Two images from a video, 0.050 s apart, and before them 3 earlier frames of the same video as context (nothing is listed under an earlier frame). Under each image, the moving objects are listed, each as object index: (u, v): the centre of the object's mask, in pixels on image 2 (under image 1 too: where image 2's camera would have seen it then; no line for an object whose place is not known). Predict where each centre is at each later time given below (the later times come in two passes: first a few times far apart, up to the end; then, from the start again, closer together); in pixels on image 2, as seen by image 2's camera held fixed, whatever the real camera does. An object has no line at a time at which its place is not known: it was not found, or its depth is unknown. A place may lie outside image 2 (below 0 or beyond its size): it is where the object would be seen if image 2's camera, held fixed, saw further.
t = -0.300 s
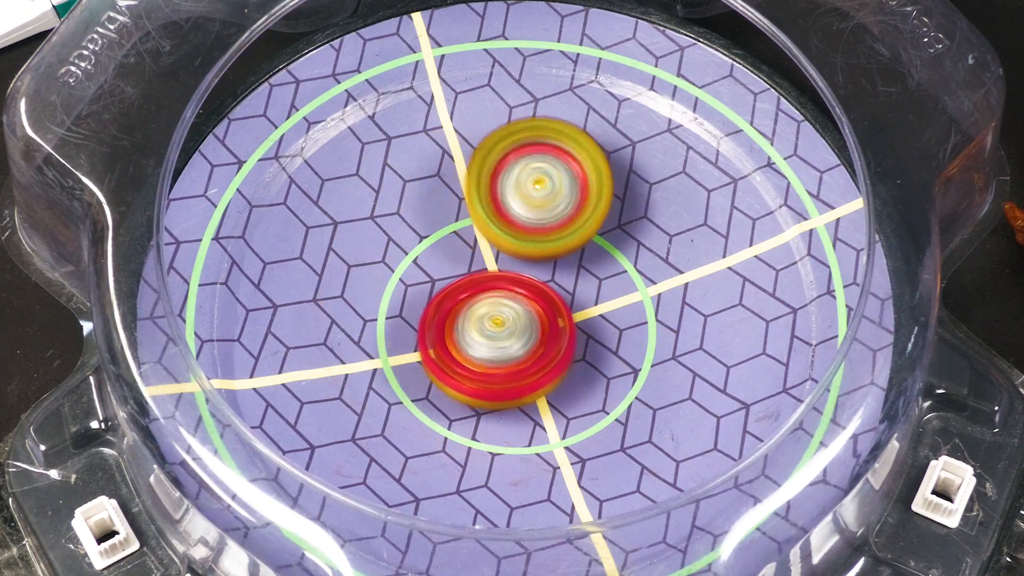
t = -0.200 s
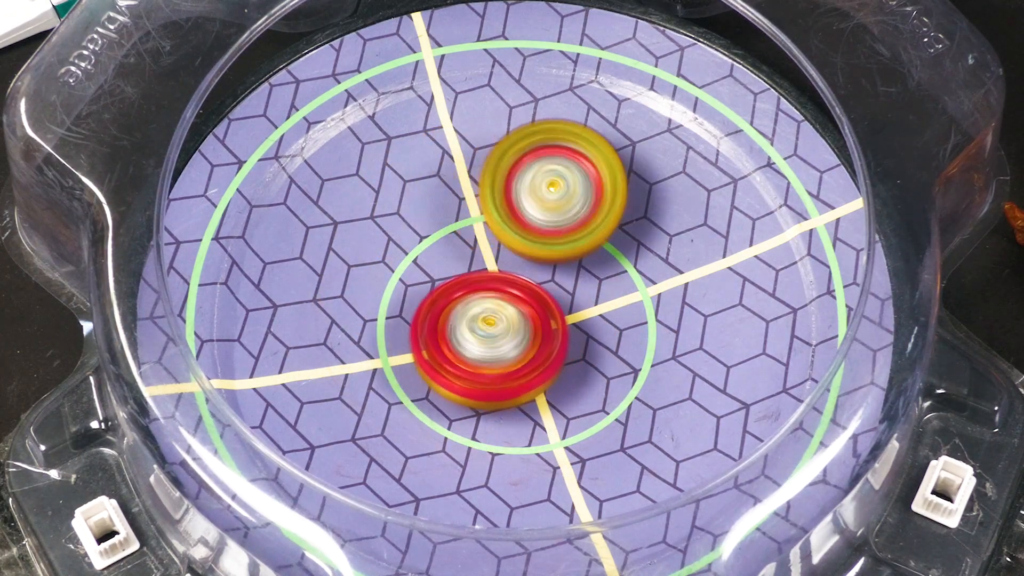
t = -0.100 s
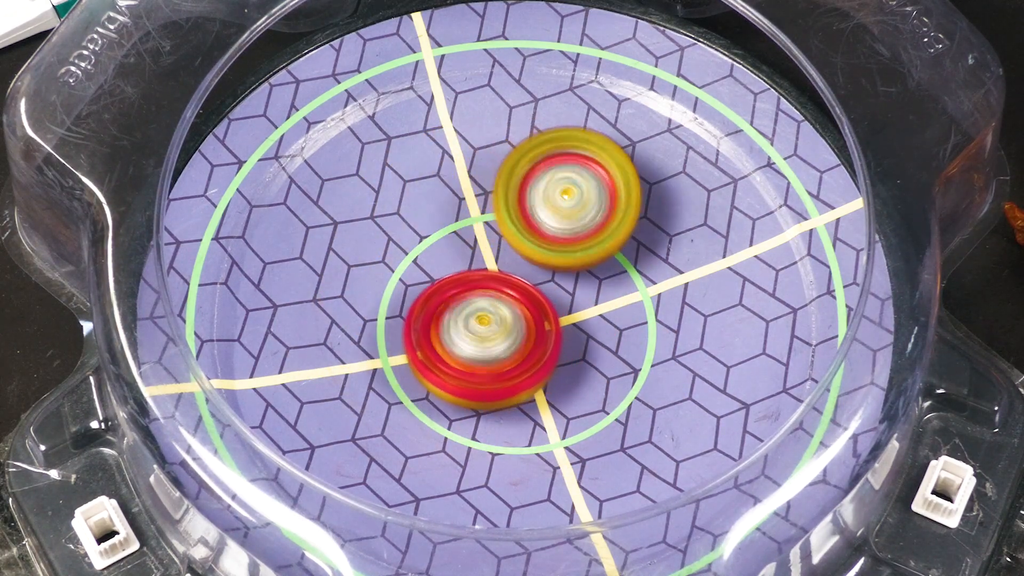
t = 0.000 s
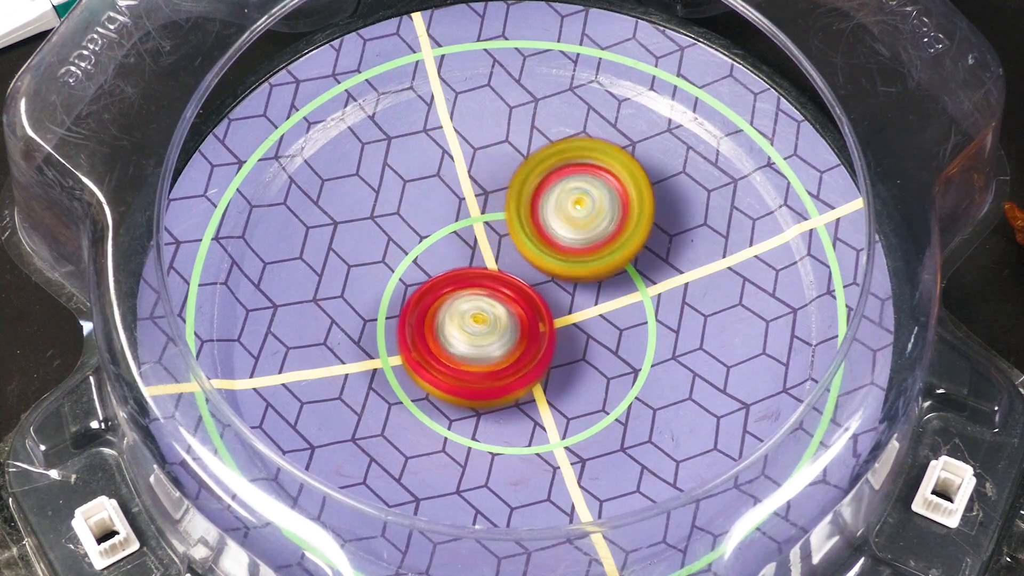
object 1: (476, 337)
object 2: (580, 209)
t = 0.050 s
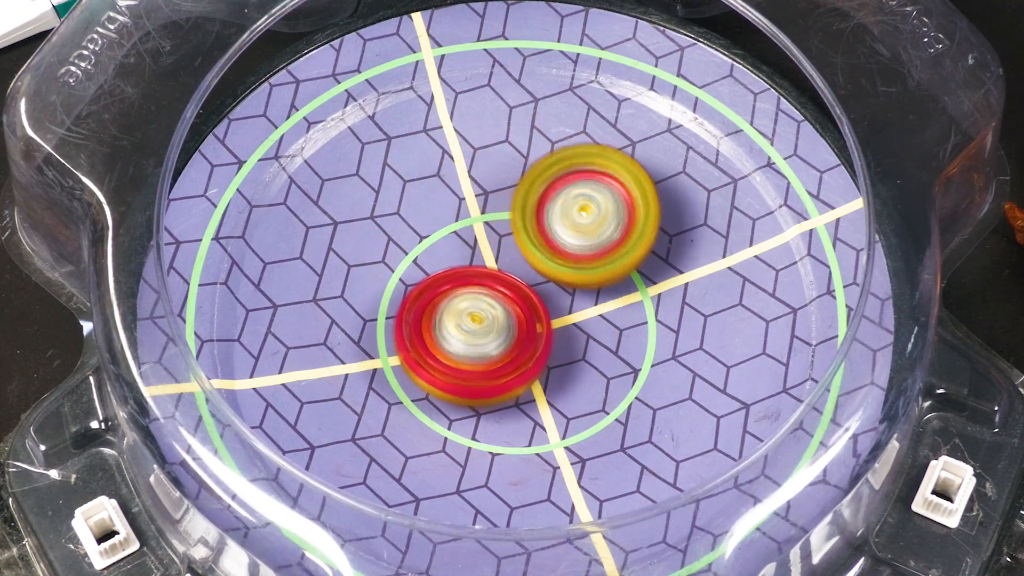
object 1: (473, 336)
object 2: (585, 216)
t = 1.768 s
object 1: (520, 255)
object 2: (493, 386)
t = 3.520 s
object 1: (525, 323)
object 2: (421, 210)
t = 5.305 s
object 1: (496, 286)
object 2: (642, 340)
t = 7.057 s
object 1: (537, 301)
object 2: (401, 223)
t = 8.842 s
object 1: (491, 289)
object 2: (619, 366)
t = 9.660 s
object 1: (524, 273)
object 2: (417, 374)
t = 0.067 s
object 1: (473, 335)
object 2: (588, 218)
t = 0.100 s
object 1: (471, 334)
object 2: (591, 224)
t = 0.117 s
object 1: (470, 334)
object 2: (593, 226)
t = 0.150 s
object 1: (468, 332)
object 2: (596, 231)
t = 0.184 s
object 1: (468, 331)
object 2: (599, 236)
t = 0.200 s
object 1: (467, 330)
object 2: (601, 239)
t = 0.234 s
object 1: (466, 329)
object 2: (603, 244)
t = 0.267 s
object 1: (464, 327)
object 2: (606, 250)
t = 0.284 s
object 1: (464, 326)
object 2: (606, 253)
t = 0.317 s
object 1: (463, 324)
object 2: (608, 259)
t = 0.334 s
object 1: (463, 323)
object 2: (609, 262)
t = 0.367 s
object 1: (462, 321)
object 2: (611, 268)
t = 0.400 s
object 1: (461, 320)
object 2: (613, 274)
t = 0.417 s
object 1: (461, 319)
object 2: (614, 276)
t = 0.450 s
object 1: (460, 317)
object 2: (615, 282)
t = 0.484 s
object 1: (460, 315)
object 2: (616, 288)
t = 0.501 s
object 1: (460, 314)
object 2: (617, 290)
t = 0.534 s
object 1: (460, 312)
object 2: (617, 296)
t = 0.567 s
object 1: (460, 310)
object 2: (617, 302)
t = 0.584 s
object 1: (459, 309)
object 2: (619, 305)
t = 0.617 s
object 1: (459, 307)
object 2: (620, 309)
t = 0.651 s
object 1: (459, 304)
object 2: (622, 314)
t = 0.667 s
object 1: (460, 304)
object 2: (621, 317)
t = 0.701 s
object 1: (460, 301)
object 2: (622, 321)
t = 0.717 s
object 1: (461, 301)
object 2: (621, 324)
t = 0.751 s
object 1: (462, 298)
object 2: (621, 327)
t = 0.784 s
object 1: (463, 296)
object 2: (619, 332)
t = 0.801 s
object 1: (463, 295)
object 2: (618, 334)
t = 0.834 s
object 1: (465, 293)
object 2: (616, 338)
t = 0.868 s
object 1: (466, 291)
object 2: (613, 343)
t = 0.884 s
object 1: (467, 290)
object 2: (611, 344)
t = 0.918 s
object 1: (468, 287)
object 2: (607, 348)
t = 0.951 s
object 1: (469, 285)
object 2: (602, 353)
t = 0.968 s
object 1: (469, 284)
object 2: (600, 354)
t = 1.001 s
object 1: (470, 281)
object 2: (597, 360)
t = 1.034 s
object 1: (470, 278)
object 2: (596, 365)
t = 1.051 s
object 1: (471, 277)
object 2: (595, 367)
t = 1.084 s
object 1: (473, 276)
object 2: (593, 371)
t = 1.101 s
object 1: (474, 275)
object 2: (592, 373)
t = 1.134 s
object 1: (476, 273)
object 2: (589, 376)
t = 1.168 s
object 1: (478, 271)
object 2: (585, 380)
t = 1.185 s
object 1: (479, 270)
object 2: (584, 381)
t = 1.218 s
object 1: (482, 269)
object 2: (580, 383)
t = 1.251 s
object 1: (484, 268)
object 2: (576, 385)
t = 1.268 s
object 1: (485, 267)
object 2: (575, 386)
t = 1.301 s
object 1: (488, 266)
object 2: (570, 387)
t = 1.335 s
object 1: (490, 265)
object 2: (565, 387)
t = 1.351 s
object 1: (491, 264)
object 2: (563, 387)
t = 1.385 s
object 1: (493, 263)
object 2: (556, 387)
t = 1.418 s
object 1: (496, 261)
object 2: (551, 385)
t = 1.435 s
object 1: (496, 261)
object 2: (549, 385)
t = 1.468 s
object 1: (499, 258)
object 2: (542, 384)
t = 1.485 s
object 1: (500, 257)
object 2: (540, 385)
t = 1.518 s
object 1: (502, 256)
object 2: (534, 386)
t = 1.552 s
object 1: (505, 255)
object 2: (528, 386)
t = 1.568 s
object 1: (505, 255)
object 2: (526, 385)
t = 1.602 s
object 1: (508, 254)
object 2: (519, 387)
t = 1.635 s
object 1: (510, 254)
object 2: (514, 388)
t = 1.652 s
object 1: (511, 254)
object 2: (512, 388)
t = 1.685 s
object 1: (513, 254)
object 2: (506, 388)
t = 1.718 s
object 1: (516, 254)
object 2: (501, 387)
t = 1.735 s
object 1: (517, 254)
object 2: (499, 387)
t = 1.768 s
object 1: (520, 255)
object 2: (493, 386)
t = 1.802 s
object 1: (523, 255)
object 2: (489, 384)
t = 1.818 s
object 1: (524, 255)
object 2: (486, 383)
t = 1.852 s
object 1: (527, 256)
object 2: (480, 382)
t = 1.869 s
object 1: (528, 256)
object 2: (479, 381)
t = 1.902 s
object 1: (531, 257)
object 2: (474, 379)
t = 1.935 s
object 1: (533, 258)
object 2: (469, 377)
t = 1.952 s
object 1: (534, 258)
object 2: (467, 375)
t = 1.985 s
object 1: (537, 258)
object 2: (460, 376)
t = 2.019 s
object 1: (539, 259)
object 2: (454, 376)
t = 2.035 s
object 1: (540, 260)
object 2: (452, 375)
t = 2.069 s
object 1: (541, 261)
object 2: (448, 372)
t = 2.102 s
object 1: (543, 263)
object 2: (444, 370)
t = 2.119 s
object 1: (544, 264)
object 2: (443, 368)
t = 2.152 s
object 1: (546, 265)
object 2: (440, 364)
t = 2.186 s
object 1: (547, 267)
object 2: (436, 361)
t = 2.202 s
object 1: (548, 267)
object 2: (435, 359)
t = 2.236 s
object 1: (550, 269)
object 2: (433, 354)
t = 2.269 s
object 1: (551, 271)
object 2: (430, 350)
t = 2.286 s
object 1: (552, 272)
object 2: (427, 347)
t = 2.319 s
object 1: (556, 273)
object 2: (419, 346)
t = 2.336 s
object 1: (558, 273)
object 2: (416, 345)
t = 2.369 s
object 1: (559, 274)
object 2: (412, 343)
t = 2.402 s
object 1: (559, 276)
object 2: (408, 340)
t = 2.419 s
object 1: (559, 277)
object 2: (406, 339)
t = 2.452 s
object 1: (558, 279)
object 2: (403, 336)
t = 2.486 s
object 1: (556, 281)
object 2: (401, 332)
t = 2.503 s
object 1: (555, 282)
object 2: (401, 331)
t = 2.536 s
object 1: (553, 284)
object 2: (400, 327)
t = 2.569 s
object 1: (551, 286)
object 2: (400, 323)
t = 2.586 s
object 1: (550, 287)
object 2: (401, 320)
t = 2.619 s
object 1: (551, 288)
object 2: (397, 315)
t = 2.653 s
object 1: (553, 289)
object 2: (392, 312)
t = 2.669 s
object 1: (552, 290)
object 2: (391, 310)
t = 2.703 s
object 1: (552, 291)
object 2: (390, 307)
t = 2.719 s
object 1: (551, 293)
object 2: (389, 305)
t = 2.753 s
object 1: (550, 295)
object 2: (389, 301)
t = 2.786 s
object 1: (548, 297)
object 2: (389, 297)
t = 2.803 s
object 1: (547, 297)
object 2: (389, 296)
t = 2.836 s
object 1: (546, 299)
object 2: (391, 292)
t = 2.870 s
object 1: (548, 301)
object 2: (387, 287)
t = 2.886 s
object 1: (549, 301)
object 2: (387, 285)
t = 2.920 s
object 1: (549, 303)
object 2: (386, 282)
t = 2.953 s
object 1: (548, 304)
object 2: (386, 279)
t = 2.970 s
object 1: (547, 304)
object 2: (386, 277)
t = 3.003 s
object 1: (545, 306)
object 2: (387, 273)
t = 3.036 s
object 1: (542, 306)
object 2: (390, 270)
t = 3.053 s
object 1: (543, 307)
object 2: (390, 267)
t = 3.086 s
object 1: (543, 308)
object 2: (390, 263)
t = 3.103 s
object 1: (543, 309)
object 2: (391, 262)
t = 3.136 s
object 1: (541, 310)
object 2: (393, 258)
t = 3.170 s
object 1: (541, 312)
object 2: (395, 253)
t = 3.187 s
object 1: (540, 313)
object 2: (396, 251)
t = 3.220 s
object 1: (539, 314)
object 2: (397, 247)
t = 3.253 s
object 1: (537, 315)
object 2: (400, 243)
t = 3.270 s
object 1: (536, 315)
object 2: (400, 241)
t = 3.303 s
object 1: (535, 317)
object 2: (403, 236)
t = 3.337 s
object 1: (534, 317)
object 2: (406, 232)
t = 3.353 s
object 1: (534, 319)
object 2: (406, 230)
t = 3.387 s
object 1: (532, 319)
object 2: (408, 226)
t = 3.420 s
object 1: (530, 320)
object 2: (411, 222)
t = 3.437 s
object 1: (529, 320)
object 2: (413, 221)
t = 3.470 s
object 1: (527, 321)
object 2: (416, 217)
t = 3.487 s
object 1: (527, 321)
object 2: (418, 215)
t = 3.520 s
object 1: (525, 323)
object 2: (421, 210)
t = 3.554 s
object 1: (525, 323)
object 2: (423, 206)
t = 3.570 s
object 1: (524, 324)
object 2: (424, 205)
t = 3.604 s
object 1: (522, 324)
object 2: (427, 202)
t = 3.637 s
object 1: (520, 323)
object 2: (432, 200)
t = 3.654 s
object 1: (519, 324)
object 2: (435, 200)
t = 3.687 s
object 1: (517, 324)
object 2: (439, 196)
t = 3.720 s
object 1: (516, 324)
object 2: (443, 194)
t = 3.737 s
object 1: (515, 325)
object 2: (446, 192)
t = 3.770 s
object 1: (514, 325)
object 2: (451, 188)
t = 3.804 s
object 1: (513, 325)
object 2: (456, 187)
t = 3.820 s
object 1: (512, 325)
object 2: (458, 185)
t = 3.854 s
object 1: (511, 326)
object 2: (463, 181)
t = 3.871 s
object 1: (511, 326)
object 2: (466, 180)
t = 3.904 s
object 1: (509, 325)
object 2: (471, 178)
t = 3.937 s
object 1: (507, 325)
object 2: (477, 177)
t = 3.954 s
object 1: (507, 324)
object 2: (480, 177)
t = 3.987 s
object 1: (505, 324)
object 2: (486, 176)
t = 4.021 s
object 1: (504, 323)
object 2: (492, 176)
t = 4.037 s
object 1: (504, 323)
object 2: (496, 176)
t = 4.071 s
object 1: (503, 324)
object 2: (504, 174)
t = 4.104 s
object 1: (502, 323)
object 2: (510, 173)
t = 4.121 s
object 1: (501, 322)
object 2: (512, 172)
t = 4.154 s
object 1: (500, 322)
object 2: (519, 172)
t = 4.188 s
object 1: (499, 320)
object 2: (525, 173)
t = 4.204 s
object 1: (499, 319)
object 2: (529, 175)
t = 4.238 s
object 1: (498, 318)
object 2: (536, 176)
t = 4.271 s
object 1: (497, 318)
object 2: (543, 177)
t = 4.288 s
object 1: (497, 317)
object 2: (546, 177)
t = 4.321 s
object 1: (496, 317)
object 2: (554, 179)
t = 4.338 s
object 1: (494, 317)
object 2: (557, 180)
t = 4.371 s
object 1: (494, 315)
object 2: (563, 181)
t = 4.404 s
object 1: (494, 315)
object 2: (569, 184)
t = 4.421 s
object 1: (493, 314)
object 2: (573, 185)
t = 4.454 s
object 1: (492, 313)
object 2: (579, 188)
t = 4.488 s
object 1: (492, 311)
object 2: (586, 191)
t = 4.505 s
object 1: (491, 311)
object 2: (588, 194)
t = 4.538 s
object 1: (491, 310)
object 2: (594, 197)
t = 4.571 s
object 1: (490, 309)
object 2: (601, 201)
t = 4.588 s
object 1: (490, 309)
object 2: (604, 202)
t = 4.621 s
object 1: (490, 307)
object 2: (608, 207)
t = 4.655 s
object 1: (490, 306)
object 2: (612, 212)
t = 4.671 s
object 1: (490, 306)
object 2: (616, 214)
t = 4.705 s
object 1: (487, 306)
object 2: (625, 218)
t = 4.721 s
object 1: (487, 306)
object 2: (629, 219)
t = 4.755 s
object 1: (487, 305)
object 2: (634, 224)
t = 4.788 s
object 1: (487, 303)
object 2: (639, 229)
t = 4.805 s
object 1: (488, 302)
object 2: (640, 232)
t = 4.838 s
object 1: (488, 301)
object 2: (644, 237)
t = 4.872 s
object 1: (489, 300)
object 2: (646, 243)
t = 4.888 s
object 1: (489, 299)
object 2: (648, 246)
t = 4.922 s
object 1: (490, 298)
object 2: (650, 253)
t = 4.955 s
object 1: (491, 296)
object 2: (650, 260)
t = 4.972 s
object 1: (491, 296)
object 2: (650, 264)
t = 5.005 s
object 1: (492, 295)
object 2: (650, 272)
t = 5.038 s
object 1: (493, 293)
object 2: (649, 279)
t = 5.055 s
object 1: (493, 293)
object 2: (649, 283)
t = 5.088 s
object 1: (493, 292)
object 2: (649, 291)
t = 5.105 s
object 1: (494, 291)
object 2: (649, 295)
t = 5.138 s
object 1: (494, 291)
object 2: (649, 303)
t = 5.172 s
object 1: (494, 290)
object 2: (648, 311)
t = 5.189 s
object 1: (495, 289)
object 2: (647, 315)
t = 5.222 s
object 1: (495, 288)
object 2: (646, 323)
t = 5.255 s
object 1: (495, 287)
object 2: (645, 330)
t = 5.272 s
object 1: (495, 287)
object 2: (645, 333)
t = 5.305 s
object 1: (496, 286)
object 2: (642, 340)
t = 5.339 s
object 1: (498, 286)
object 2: (638, 347)
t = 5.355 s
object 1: (498, 286)
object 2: (635, 351)
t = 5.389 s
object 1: (499, 285)
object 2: (629, 357)
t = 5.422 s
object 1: (500, 284)
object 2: (623, 364)
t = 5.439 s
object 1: (500, 284)
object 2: (621, 366)
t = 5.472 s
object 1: (501, 284)
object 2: (615, 372)
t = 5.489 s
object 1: (502, 283)
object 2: (612, 376)
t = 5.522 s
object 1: (502, 282)
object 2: (606, 382)
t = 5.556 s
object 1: (504, 282)
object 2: (600, 388)
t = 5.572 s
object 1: (503, 282)
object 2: (596, 391)
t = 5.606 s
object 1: (505, 282)
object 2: (589, 396)
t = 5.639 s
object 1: (506, 281)
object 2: (582, 400)
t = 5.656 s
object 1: (507, 282)
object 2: (579, 401)
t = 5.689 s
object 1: (508, 281)
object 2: (570, 404)
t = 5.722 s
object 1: (509, 281)
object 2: (562, 406)
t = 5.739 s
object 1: (511, 281)
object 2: (558, 407)
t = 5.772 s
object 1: (512, 280)
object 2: (550, 409)
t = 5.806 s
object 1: (513, 280)
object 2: (540, 411)
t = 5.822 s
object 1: (514, 279)
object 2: (535, 413)
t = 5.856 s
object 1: (515, 279)
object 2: (527, 414)
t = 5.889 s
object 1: (516, 279)
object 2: (518, 414)
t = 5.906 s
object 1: (516, 279)
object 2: (514, 413)
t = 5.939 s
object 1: (517, 280)
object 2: (506, 412)
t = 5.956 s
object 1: (518, 280)
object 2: (502, 412)
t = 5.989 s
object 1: (519, 280)
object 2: (493, 411)
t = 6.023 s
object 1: (520, 280)
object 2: (485, 409)
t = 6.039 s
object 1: (521, 280)
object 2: (479, 408)
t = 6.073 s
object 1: (522, 280)
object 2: (471, 406)
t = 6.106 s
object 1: (523, 281)
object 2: (463, 403)
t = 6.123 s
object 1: (523, 281)
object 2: (459, 401)
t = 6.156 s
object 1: (524, 280)
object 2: (450, 400)
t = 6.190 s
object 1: (525, 281)
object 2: (443, 397)
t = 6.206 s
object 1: (526, 282)
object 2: (440, 395)
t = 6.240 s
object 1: (527, 282)
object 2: (433, 390)
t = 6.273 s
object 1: (527, 283)
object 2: (427, 384)
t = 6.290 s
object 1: (527, 283)
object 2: (424, 383)
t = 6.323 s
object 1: (529, 284)
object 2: (418, 377)
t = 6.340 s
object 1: (528, 284)
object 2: (414, 374)
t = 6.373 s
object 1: (529, 285)
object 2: (408, 368)
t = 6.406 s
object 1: (529, 285)
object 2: (404, 362)
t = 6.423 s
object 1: (530, 286)
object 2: (401, 358)
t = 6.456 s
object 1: (531, 287)
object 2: (396, 352)
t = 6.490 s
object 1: (534, 286)
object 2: (388, 346)
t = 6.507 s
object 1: (534, 286)
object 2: (386, 342)
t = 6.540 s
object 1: (534, 286)
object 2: (382, 336)
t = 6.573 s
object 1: (534, 287)
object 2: (378, 329)
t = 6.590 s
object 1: (534, 288)
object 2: (378, 326)
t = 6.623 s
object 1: (534, 289)
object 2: (376, 319)
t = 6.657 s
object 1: (534, 290)
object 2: (376, 311)
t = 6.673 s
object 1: (534, 291)
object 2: (375, 307)
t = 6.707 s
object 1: (534, 291)
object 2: (376, 300)
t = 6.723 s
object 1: (534, 292)
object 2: (377, 296)
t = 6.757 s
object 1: (534, 293)
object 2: (378, 288)
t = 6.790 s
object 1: (536, 294)
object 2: (377, 280)
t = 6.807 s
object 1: (537, 295)
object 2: (377, 276)
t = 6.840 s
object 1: (536, 296)
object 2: (378, 269)
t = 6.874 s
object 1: (536, 296)
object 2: (380, 262)
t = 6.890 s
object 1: (536, 296)
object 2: (382, 258)
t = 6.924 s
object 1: (536, 297)
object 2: (385, 251)
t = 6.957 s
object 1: (537, 298)
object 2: (388, 243)
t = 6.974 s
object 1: (536, 299)
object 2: (391, 240)
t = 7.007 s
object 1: (536, 299)
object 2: (394, 232)
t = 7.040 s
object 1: (536, 301)
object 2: (398, 225)
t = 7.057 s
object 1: (537, 301)
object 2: (401, 223)
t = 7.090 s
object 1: (537, 302)
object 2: (405, 217)
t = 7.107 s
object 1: (536, 302)
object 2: (407, 213)
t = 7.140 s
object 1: (536, 303)
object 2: (411, 207)
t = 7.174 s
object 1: (536, 303)
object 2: (417, 203)
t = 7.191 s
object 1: (536, 304)
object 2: (419, 200)
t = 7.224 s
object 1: (536, 305)
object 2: (425, 195)
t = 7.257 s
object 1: (535, 306)
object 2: (432, 191)
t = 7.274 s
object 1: (535, 306)
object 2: (435, 188)
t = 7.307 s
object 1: (534, 306)
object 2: (441, 186)
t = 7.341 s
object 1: (535, 310)
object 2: (449, 179)
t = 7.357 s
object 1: (536, 311)
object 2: (451, 176)
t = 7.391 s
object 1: (535, 312)
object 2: (457, 173)
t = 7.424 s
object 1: (534, 312)
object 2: (464, 170)
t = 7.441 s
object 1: (534, 312)
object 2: (468, 169)
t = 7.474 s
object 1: (533, 312)
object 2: (476, 167)
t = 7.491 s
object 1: (533, 313)
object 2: (481, 167)
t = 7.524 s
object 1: (532, 313)
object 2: (488, 167)
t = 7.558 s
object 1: (530, 313)
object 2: (497, 168)
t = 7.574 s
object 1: (529, 313)
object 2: (502, 168)
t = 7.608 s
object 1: (528, 314)
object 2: (511, 167)
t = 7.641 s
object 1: (527, 314)
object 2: (518, 168)
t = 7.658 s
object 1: (527, 315)
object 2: (523, 168)
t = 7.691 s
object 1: (525, 316)
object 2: (533, 167)
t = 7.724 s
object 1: (524, 316)
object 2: (541, 166)
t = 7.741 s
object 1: (524, 316)
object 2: (544, 168)
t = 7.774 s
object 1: (522, 316)
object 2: (552, 169)
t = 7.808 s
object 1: (521, 316)
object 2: (560, 171)
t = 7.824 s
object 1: (521, 316)
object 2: (564, 173)
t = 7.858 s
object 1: (519, 316)
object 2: (572, 176)
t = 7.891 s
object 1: (517, 317)
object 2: (580, 178)
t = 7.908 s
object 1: (516, 316)
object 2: (583, 180)
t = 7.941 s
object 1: (515, 316)
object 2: (590, 184)
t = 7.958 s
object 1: (515, 316)
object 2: (592, 187)
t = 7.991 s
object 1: (514, 316)
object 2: (600, 191)
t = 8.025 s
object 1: (512, 316)
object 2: (607, 195)
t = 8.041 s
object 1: (511, 315)
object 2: (610, 198)
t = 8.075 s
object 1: (508, 315)
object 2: (618, 202)
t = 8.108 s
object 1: (508, 315)
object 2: (624, 206)
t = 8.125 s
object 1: (508, 314)
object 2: (626, 209)
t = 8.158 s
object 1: (507, 313)
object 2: (630, 215)
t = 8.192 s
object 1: (506, 312)
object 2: (634, 221)
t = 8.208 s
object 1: (505, 312)
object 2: (636, 225)
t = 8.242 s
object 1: (504, 311)
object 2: (639, 231)
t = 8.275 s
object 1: (501, 311)
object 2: (644, 238)
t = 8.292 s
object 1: (500, 310)
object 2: (647, 241)
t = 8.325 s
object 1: (500, 309)
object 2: (648, 248)
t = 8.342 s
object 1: (500, 309)
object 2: (649, 253)
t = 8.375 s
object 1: (499, 308)
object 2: (651, 261)
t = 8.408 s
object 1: (498, 307)
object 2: (653, 268)
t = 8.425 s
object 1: (497, 306)
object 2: (652, 272)
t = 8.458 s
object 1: (495, 304)
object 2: (654, 280)
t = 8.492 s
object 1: (495, 303)
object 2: (654, 287)
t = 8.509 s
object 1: (496, 303)
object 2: (653, 292)
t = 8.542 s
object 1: (495, 302)
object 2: (653, 299)
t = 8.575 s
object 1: (494, 300)
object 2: (651, 308)
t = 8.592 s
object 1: (493, 300)
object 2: (651, 312)
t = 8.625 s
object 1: (492, 298)
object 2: (650, 319)
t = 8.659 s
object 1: (491, 297)
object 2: (646, 327)
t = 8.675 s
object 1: (492, 296)
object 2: (646, 330)
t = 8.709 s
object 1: (492, 295)
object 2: (640, 337)
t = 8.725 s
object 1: (492, 295)
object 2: (638, 342)
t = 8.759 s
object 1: (492, 293)
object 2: (633, 348)
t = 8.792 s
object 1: (492, 291)
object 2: (627, 357)
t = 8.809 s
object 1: (491, 290)
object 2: (626, 360)
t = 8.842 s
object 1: (491, 289)
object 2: (619, 366)
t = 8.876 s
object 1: (492, 288)
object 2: (613, 371)
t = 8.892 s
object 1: (492, 287)
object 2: (610, 374)
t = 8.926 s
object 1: (492, 285)
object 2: (602, 382)
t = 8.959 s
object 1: (493, 283)
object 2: (595, 386)
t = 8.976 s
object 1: (493, 284)
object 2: (591, 388)
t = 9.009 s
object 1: (494, 283)
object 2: (583, 391)
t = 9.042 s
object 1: (494, 281)
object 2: (575, 396)
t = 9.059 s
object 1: (494, 280)
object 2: (571, 397)
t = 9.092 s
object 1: (495, 279)
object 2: (561, 400)
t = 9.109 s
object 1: (496, 278)
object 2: (557, 402)
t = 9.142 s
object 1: (497, 278)
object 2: (548, 404)
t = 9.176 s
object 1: (498, 276)
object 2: (540, 404)
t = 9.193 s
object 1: (498, 276)
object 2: (534, 406)
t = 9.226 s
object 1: (500, 275)
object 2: (526, 408)
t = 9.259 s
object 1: (501, 275)
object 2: (516, 407)
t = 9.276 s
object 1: (502, 274)
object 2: (511, 408)
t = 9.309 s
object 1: (504, 274)
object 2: (501, 408)
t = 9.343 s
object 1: (505, 274)
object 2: (494, 407)
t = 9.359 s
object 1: (506, 273)
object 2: (489, 405)
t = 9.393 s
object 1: (508, 272)
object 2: (478, 406)
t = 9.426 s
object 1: (509, 272)
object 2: (470, 404)
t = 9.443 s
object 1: (510, 273)
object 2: (467, 402)
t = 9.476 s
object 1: (512, 273)
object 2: (459, 398)
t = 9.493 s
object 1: (512, 273)
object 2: (455, 396)
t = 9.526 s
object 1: (515, 273)
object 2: (447, 392)
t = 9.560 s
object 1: (517, 272)
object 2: (441, 387)
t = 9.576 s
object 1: (517, 272)
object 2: (436, 385)
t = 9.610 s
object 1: (519, 273)
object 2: (430, 380)
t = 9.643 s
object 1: (521, 273)
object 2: (422, 375)
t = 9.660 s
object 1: (524, 273)
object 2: (417, 374)
